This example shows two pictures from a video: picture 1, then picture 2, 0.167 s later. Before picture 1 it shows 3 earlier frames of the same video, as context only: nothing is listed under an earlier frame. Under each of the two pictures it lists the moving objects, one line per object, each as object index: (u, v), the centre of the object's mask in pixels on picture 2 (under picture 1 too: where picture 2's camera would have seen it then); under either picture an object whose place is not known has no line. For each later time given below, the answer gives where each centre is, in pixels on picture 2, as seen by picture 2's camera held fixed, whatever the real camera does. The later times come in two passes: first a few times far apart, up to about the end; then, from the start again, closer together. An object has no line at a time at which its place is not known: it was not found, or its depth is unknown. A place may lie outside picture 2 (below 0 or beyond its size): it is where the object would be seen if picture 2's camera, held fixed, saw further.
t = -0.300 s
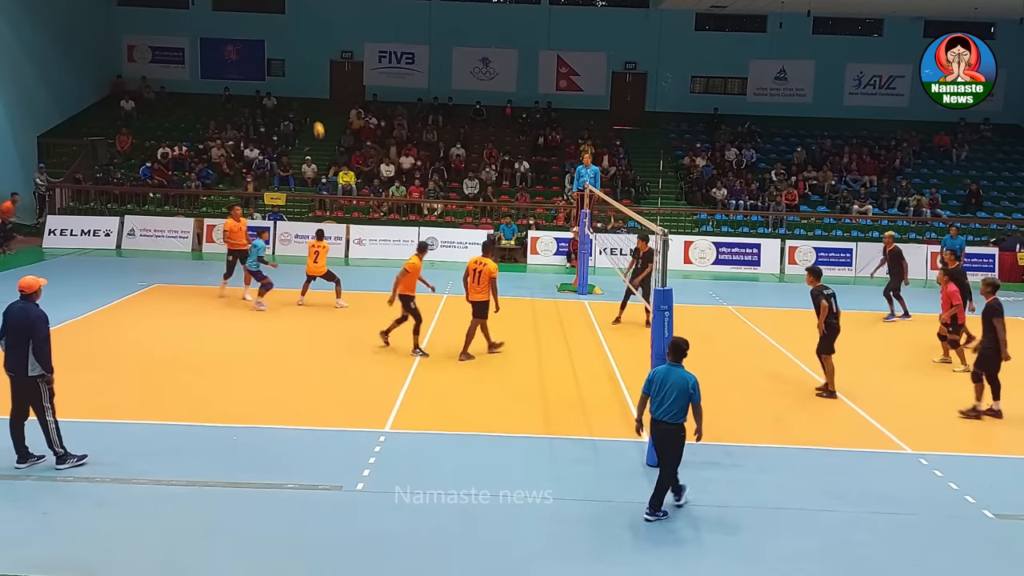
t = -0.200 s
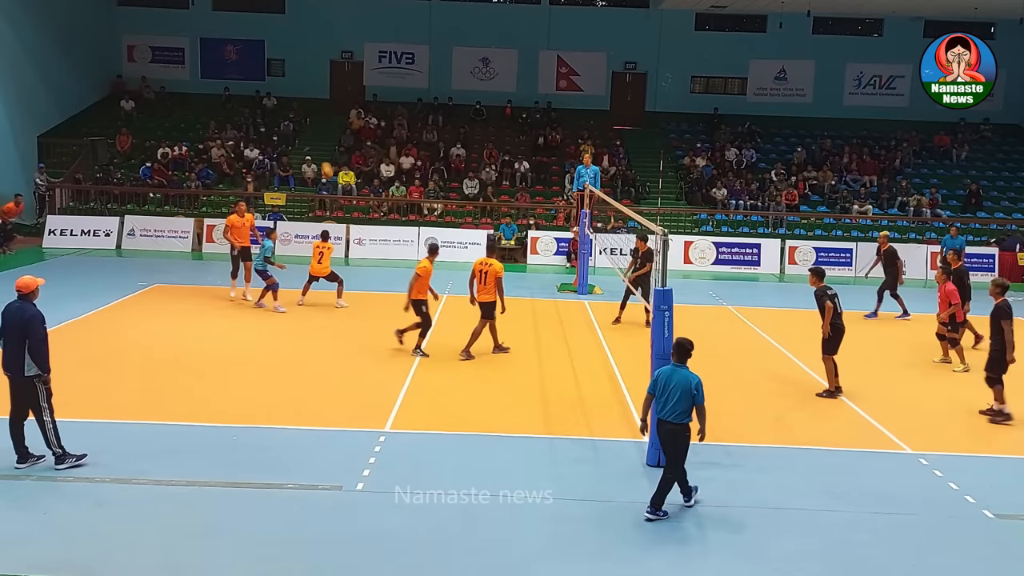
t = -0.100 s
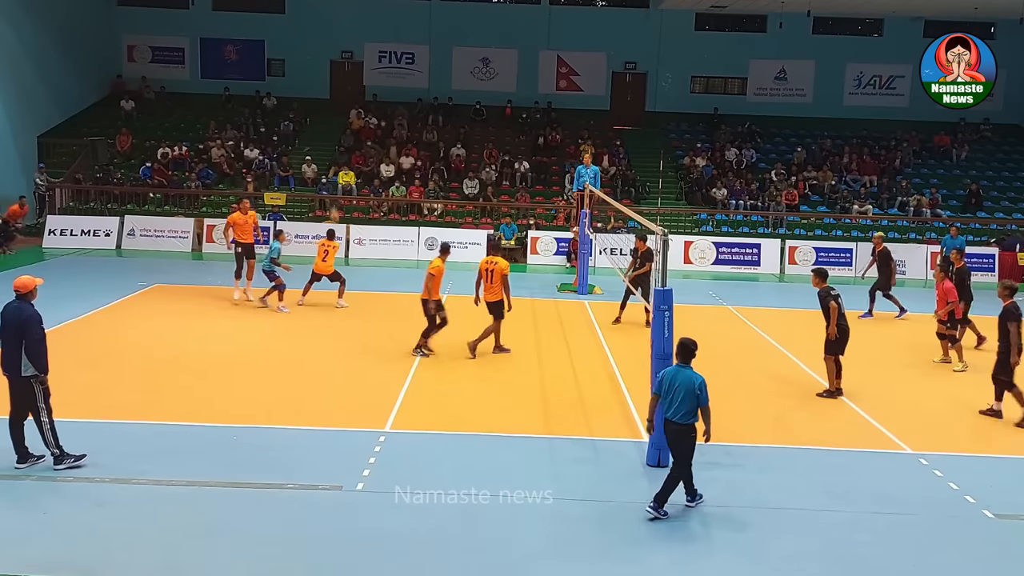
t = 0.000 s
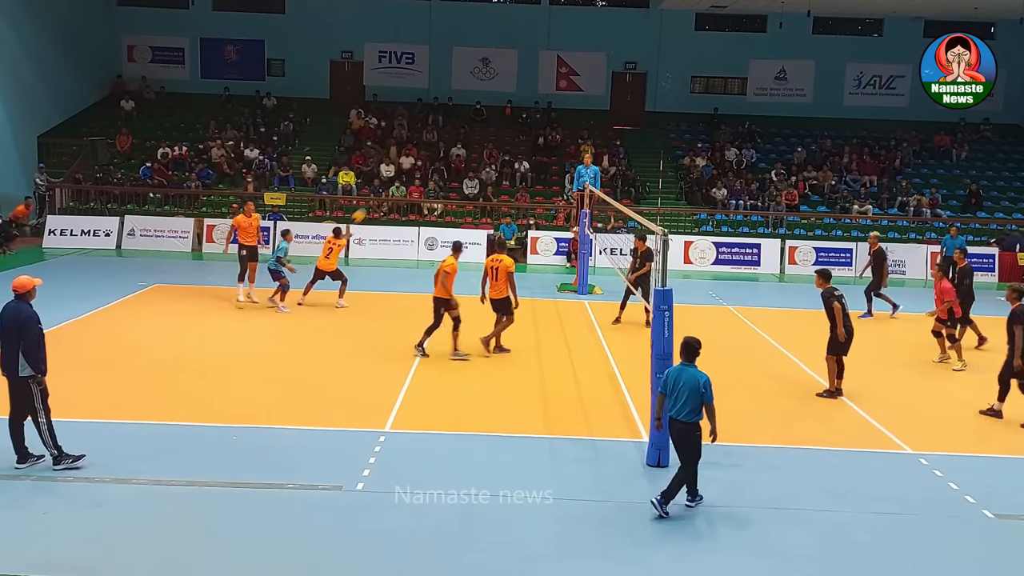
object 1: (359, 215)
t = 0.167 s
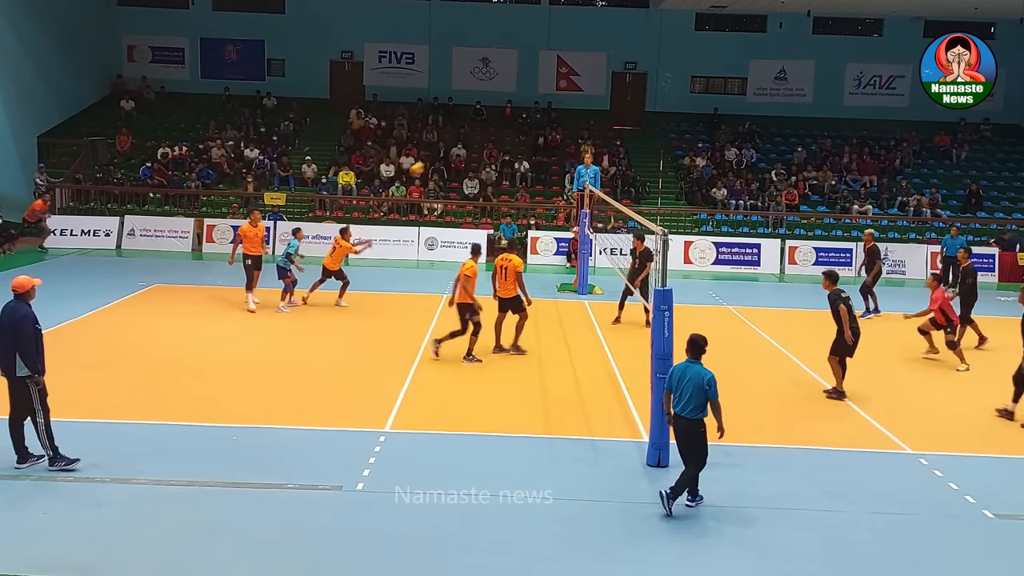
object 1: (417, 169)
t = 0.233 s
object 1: (440, 154)
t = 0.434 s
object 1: (511, 123)
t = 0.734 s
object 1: (616, 116)
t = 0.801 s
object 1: (639, 121)
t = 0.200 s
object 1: (429, 161)
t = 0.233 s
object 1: (440, 154)
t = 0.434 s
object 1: (511, 123)
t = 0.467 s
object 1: (522, 120)
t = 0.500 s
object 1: (534, 117)
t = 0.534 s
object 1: (546, 115)
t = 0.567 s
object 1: (557, 114)
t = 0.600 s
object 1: (570, 113)
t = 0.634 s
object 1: (581, 113)
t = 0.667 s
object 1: (593, 114)
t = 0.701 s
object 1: (605, 115)
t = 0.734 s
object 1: (616, 116)
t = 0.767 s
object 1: (627, 119)
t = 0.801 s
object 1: (639, 121)
